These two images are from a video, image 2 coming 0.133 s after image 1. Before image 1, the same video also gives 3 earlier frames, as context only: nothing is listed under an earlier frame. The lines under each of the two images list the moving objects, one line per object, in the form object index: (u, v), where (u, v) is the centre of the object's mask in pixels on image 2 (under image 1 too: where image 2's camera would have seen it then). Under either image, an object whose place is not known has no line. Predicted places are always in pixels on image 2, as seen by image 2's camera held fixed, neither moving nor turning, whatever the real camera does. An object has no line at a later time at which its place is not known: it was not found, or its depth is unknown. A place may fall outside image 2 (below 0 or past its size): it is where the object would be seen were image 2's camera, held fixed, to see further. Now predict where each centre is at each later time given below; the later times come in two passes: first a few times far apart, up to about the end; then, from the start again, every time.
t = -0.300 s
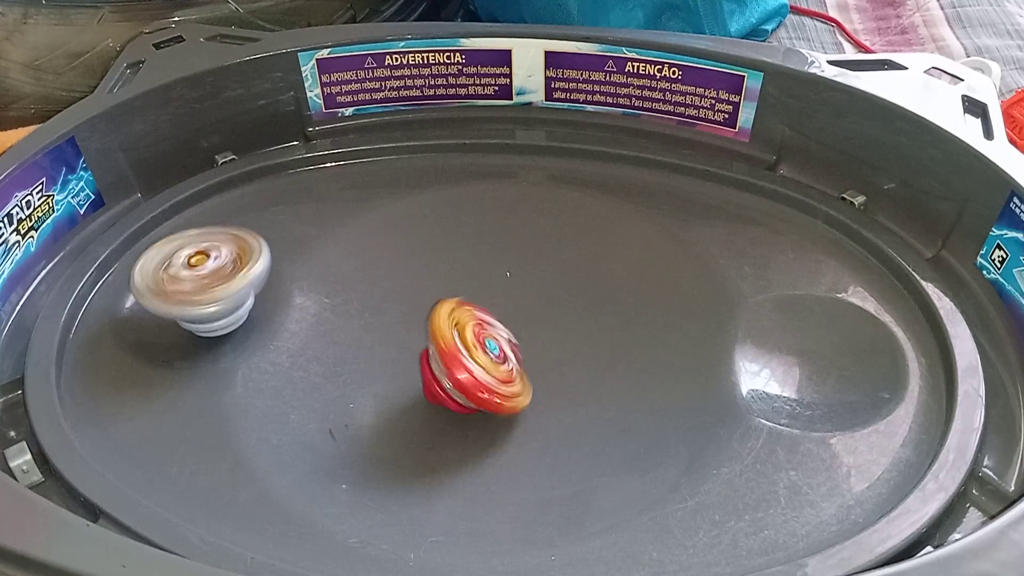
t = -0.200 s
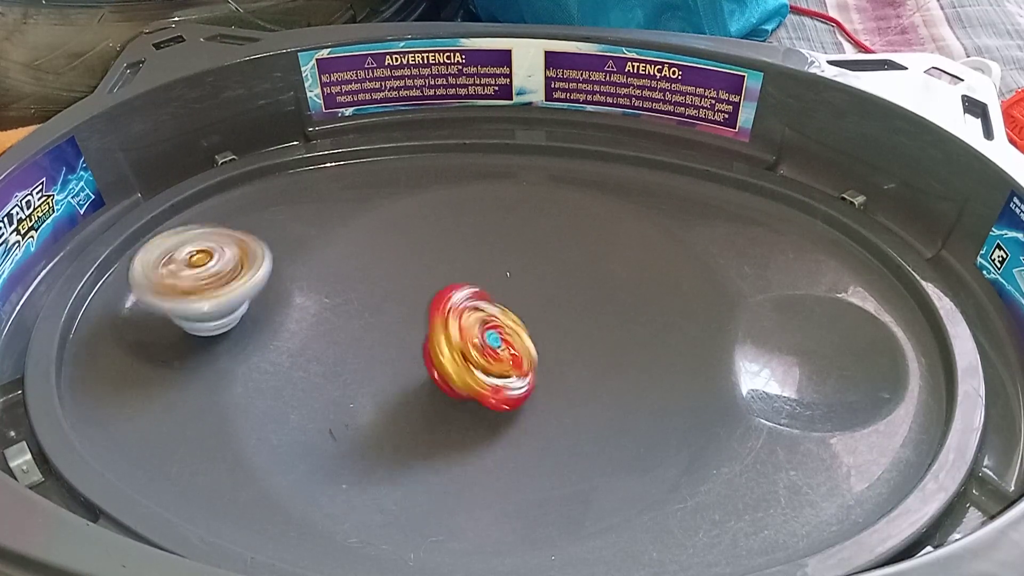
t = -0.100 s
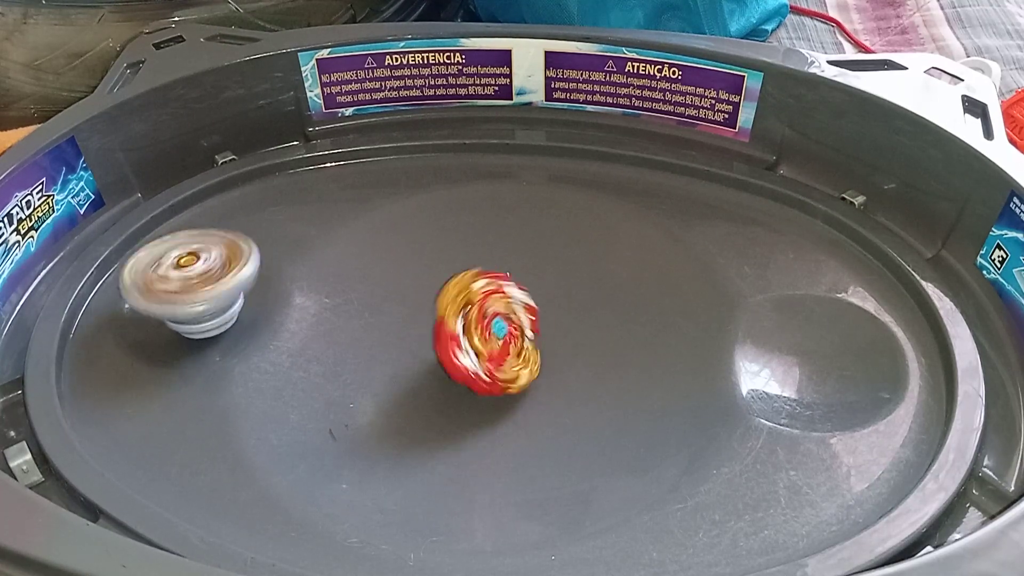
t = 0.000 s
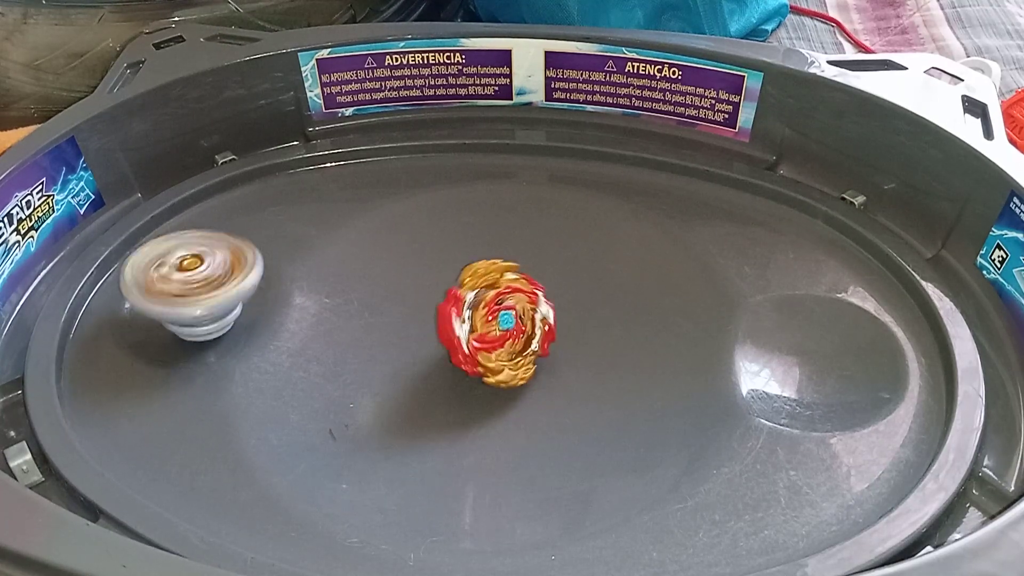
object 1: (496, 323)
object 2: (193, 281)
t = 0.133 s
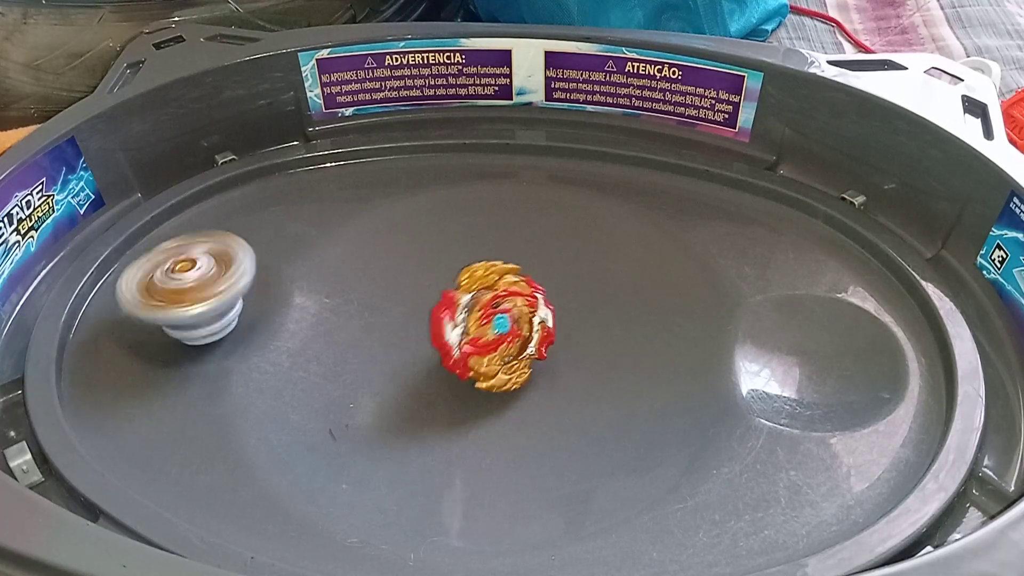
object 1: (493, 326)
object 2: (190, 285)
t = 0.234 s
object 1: (473, 333)
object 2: (198, 286)
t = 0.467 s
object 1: (439, 330)
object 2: (203, 279)
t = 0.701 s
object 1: (482, 331)
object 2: (196, 276)
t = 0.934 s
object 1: (489, 328)
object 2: (198, 283)
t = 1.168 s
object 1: (445, 332)
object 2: (194, 284)
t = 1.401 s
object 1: (464, 335)
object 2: (205, 276)
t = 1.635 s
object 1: (494, 325)
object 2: (202, 284)
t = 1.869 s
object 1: (460, 335)
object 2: (199, 285)
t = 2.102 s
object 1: (449, 333)
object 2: (198, 274)
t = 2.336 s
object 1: (488, 329)
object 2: (197, 286)
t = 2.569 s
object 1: (480, 332)
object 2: (199, 285)
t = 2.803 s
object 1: (446, 333)
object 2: (207, 275)
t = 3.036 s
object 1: (472, 334)
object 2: (198, 287)
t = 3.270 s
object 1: (491, 328)
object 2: (196, 280)
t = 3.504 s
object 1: (458, 335)
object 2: (201, 275)
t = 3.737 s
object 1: (455, 335)
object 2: (202, 289)
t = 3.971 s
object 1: (487, 330)
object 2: (204, 278)
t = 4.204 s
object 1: (474, 334)
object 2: (213, 279)
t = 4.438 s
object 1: (450, 334)
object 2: (198, 283)
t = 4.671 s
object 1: (474, 334)
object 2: (192, 282)
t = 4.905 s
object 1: (486, 330)
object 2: (203, 288)
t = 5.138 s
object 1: (457, 335)
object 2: (197, 280)
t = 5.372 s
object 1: (460, 335)
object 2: (199, 279)
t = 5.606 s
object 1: (487, 329)
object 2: (193, 288)
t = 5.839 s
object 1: (473, 334)
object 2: (198, 279)
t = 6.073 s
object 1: (452, 334)
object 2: (204, 282)
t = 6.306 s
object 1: (477, 333)
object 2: (190, 275)
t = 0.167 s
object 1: (488, 328)
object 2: (197, 286)
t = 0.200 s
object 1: (481, 331)
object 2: (198, 285)
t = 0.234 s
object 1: (473, 333)
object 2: (198, 286)
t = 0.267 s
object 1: (465, 334)
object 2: (198, 285)
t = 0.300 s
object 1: (457, 334)
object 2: (198, 286)
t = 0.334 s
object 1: (450, 333)
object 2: (202, 285)
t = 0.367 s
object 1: (445, 332)
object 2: (205, 283)
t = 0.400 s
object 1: (441, 331)
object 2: (205, 282)
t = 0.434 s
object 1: (439, 330)
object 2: (204, 281)
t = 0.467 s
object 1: (439, 330)
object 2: (203, 279)
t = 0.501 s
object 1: (442, 331)
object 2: (202, 279)
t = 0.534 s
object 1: (446, 332)
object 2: (205, 278)
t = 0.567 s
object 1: (453, 333)
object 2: (208, 276)
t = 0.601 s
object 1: (460, 334)
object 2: (204, 275)
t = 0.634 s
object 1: (468, 334)
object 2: (198, 276)
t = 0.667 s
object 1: (476, 333)
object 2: (195, 276)
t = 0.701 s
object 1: (482, 331)
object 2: (196, 276)
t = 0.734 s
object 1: (488, 328)
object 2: (199, 276)
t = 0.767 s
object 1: (492, 326)
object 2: (199, 276)
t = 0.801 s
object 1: (495, 324)
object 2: (197, 278)
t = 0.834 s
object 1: (496, 324)
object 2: (195, 280)
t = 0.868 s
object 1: (495, 324)
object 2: (194, 282)
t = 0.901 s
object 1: (493, 326)
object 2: (195, 282)
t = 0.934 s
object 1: (489, 328)
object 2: (198, 283)
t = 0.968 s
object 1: (484, 331)
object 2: (197, 283)
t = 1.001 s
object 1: (477, 333)
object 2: (196, 284)
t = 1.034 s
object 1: (469, 334)
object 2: (196, 284)
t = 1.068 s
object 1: (462, 335)
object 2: (195, 285)
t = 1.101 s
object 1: (455, 334)
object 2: (197, 284)
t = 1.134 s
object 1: (449, 333)
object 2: (196, 283)
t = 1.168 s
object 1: (445, 332)
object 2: (194, 284)
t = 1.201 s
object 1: (442, 332)
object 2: (197, 282)
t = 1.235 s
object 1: (441, 331)
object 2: (200, 282)
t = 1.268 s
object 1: (443, 332)
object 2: (204, 280)
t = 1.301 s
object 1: (446, 333)
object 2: (207, 279)
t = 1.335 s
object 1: (451, 334)
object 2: (203, 278)
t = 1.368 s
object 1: (457, 334)
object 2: (200, 279)
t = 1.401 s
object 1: (464, 335)
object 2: (205, 276)
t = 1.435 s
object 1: (471, 334)
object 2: (205, 276)
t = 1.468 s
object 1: (478, 333)
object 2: (207, 277)
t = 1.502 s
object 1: (484, 331)
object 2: (206, 277)
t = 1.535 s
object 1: (489, 328)
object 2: (201, 280)
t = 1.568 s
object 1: (492, 326)
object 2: (198, 283)
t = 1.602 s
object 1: (494, 325)
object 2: (201, 284)
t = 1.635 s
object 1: (494, 325)
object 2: (202, 284)
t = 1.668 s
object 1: (493, 326)
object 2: (202, 285)
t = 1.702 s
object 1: (490, 328)
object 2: (196, 286)
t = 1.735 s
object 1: (486, 330)
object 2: (192, 289)
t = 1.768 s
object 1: (480, 332)
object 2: (191, 289)
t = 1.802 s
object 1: (474, 334)
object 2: (194, 290)
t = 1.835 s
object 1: (467, 335)
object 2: (199, 287)
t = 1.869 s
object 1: (460, 335)
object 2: (199, 285)
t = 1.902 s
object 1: (454, 334)
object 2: (193, 285)
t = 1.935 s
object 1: (449, 333)
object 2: (195, 282)
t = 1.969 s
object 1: (446, 333)
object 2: (200, 280)
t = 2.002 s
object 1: (444, 332)
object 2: (205, 277)
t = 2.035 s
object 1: (444, 332)
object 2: (206, 275)
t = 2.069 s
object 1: (445, 332)
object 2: (199, 275)
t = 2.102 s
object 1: (449, 333)
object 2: (198, 274)
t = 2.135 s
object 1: (453, 334)
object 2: (202, 273)
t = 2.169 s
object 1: (459, 335)
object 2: (204, 272)
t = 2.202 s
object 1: (466, 335)
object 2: (206, 273)
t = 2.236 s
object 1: (472, 334)
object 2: (199, 276)
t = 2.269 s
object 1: (478, 333)
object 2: (196, 280)
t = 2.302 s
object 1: (484, 331)
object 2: (196, 284)
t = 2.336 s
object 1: (488, 329)
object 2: (197, 286)
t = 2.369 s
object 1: (491, 327)
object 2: (201, 287)
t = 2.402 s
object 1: (493, 326)
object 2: (198, 286)
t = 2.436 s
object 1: (493, 326)
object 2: (195, 289)
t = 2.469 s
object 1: (492, 327)
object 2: (195, 289)
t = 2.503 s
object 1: (489, 328)
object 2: (196, 288)
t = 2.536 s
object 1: (485, 330)
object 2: (199, 287)
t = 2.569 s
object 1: (480, 332)
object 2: (199, 285)
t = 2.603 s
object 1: (474, 334)
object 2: (201, 284)
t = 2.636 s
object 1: (468, 334)
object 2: (199, 281)
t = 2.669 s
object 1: (462, 335)
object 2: (198, 281)
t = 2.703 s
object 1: (456, 334)
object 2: (202, 278)
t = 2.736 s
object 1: (451, 334)
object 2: (204, 277)
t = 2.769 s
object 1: (448, 333)
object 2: (207, 276)
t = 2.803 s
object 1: (446, 333)
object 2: (207, 275)
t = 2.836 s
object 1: (446, 333)
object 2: (204, 279)
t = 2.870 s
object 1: (447, 333)
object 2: (202, 280)
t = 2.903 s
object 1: (450, 334)
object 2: (202, 284)
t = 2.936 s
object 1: (455, 334)
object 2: (206, 282)
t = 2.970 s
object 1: (460, 335)
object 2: (206, 284)
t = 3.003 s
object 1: (466, 335)
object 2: (202, 286)
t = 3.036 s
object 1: (472, 334)
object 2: (198, 287)
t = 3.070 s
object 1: (478, 333)
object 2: (195, 291)
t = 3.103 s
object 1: (483, 331)
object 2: (197, 291)
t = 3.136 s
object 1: (487, 330)
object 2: (200, 290)
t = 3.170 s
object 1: (490, 328)
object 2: (202, 287)
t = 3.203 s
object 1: (491, 327)
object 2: (201, 284)
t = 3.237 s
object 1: (492, 327)
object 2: (195, 283)
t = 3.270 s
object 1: (491, 328)
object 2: (196, 280)
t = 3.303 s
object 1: (489, 329)
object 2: (198, 277)
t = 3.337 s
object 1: (485, 330)
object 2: (204, 275)
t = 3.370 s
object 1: (481, 332)
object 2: (204, 272)
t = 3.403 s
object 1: (475, 333)
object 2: (200, 275)
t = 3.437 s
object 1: (469, 334)
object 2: (195, 274)
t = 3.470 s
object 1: (464, 335)
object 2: (195, 276)
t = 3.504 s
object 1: (458, 335)
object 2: (201, 275)
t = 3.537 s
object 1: (454, 334)
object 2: (201, 276)
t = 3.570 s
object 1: (450, 334)
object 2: (200, 279)
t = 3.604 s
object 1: (448, 333)
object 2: (196, 283)
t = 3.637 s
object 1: (448, 333)
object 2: (197, 286)
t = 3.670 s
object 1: (449, 334)
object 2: (198, 288)
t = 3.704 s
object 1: (451, 334)
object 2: (199, 289)
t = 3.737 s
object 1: (455, 335)
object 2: (202, 289)
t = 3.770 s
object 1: (459, 335)
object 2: (201, 286)
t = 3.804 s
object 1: (464, 335)
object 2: (201, 286)
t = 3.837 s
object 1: (470, 335)
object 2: (197, 284)
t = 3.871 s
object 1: (475, 334)
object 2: (199, 283)
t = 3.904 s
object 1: (480, 332)
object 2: (199, 281)
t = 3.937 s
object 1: (484, 331)
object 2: (202, 280)
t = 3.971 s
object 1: (487, 330)
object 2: (204, 278)
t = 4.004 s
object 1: (489, 329)
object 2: (206, 279)
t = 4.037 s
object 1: (490, 328)
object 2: (205, 278)
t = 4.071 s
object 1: (489, 329)
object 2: (203, 280)
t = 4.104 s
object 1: (487, 330)
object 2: (208, 278)
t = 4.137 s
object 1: (484, 331)
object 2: (212, 279)
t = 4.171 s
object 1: (480, 332)
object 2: (217, 279)
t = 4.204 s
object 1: (474, 334)
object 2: (213, 279)
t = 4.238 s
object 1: (469, 334)
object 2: (210, 282)
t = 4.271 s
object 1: (464, 335)
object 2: (204, 285)
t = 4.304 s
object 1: (459, 335)
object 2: (202, 288)
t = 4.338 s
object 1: (455, 334)
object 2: (204, 292)
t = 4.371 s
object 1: (452, 334)
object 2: (204, 288)
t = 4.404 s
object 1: (450, 334)
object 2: (205, 285)
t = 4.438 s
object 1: (450, 334)
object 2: (198, 283)
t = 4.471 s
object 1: (450, 334)
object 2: (192, 281)
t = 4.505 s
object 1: (452, 334)
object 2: (186, 282)
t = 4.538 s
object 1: (456, 335)
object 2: (188, 280)
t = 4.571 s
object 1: (460, 335)
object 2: (191, 278)
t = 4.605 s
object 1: (465, 335)
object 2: (198, 277)
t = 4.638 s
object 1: (469, 335)
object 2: (196, 277)
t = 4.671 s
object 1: (474, 334)
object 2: (192, 282)
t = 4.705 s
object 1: (479, 333)
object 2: (187, 281)
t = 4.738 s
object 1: (483, 331)
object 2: (192, 282)
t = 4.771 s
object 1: (486, 330)
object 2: (200, 283)
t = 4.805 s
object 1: (488, 329)
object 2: (206, 282)
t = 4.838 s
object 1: (488, 329)
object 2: (208, 282)
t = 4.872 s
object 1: (488, 329)
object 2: (206, 286)
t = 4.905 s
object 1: (486, 330)
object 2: (203, 288)
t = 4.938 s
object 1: (483, 331)
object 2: (202, 292)
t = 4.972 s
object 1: (479, 332)
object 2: (206, 293)
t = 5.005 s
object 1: (475, 334)
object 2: (208, 292)
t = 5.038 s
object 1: (470, 334)
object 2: (210, 288)
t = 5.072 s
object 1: (465, 334)
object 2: (207, 283)
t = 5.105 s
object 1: (461, 335)
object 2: (204, 280)
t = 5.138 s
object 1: (457, 335)
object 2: (197, 280)
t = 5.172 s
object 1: (454, 334)
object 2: (199, 278)
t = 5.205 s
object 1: (452, 334)
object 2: (200, 276)
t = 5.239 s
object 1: (452, 334)
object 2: (206, 274)
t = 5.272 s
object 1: (452, 334)
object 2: (206, 274)
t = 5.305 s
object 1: (454, 335)
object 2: (205, 276)
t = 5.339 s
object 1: (457, 335)
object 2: (200, 279)
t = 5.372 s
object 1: (460, 335)
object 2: (199, 279)
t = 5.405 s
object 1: (465, 335)
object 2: (201, 283)
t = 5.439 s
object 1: (470, 334)
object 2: (205, 284)
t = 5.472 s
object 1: (474, 334)
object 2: (203, 284)
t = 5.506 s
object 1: (479, 332)
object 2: (203, 285)
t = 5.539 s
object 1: (482, 331)
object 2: (198, 286)
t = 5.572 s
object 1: (485, 330)
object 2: (198, 287)
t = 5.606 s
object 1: (487, 329)
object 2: (193, 288)
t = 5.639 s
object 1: (488, 329)
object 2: (195, 287)
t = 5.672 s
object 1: (488, 329)
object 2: (195, 285)
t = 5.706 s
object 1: (487, 330)
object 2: (198, 283)
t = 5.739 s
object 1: (485, 331)
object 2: (195, 280)
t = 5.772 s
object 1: (482, 332)
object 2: (198, 279)
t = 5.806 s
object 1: (478, 333)
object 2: (197, 279)
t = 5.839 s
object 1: (473, 334)
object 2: (198, 279)
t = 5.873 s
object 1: (468, 335)
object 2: (197, 282)
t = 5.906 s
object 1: (464, 335)
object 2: (201, 281)
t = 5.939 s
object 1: (460, 335)
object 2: (204, 282)
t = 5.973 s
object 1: (456, 334)
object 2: (208, 281)
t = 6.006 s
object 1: (454, 334)
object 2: (208, 282)
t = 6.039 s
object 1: (452, 334)
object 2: (207, 282)
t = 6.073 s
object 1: (452, 334)
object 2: (204, 282)
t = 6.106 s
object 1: (454, 334)
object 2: (203, 282)
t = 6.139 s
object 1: (456, 335)
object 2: (202, 282)
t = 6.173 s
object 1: (460, 335)
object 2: (201, 280)
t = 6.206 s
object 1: (463, 335)
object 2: (201, 277)
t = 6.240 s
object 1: (468, 334)
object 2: (201, 274)
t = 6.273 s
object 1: (472, 334)
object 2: (196, 276)
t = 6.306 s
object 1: (477, 333)
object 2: (190, 275)
